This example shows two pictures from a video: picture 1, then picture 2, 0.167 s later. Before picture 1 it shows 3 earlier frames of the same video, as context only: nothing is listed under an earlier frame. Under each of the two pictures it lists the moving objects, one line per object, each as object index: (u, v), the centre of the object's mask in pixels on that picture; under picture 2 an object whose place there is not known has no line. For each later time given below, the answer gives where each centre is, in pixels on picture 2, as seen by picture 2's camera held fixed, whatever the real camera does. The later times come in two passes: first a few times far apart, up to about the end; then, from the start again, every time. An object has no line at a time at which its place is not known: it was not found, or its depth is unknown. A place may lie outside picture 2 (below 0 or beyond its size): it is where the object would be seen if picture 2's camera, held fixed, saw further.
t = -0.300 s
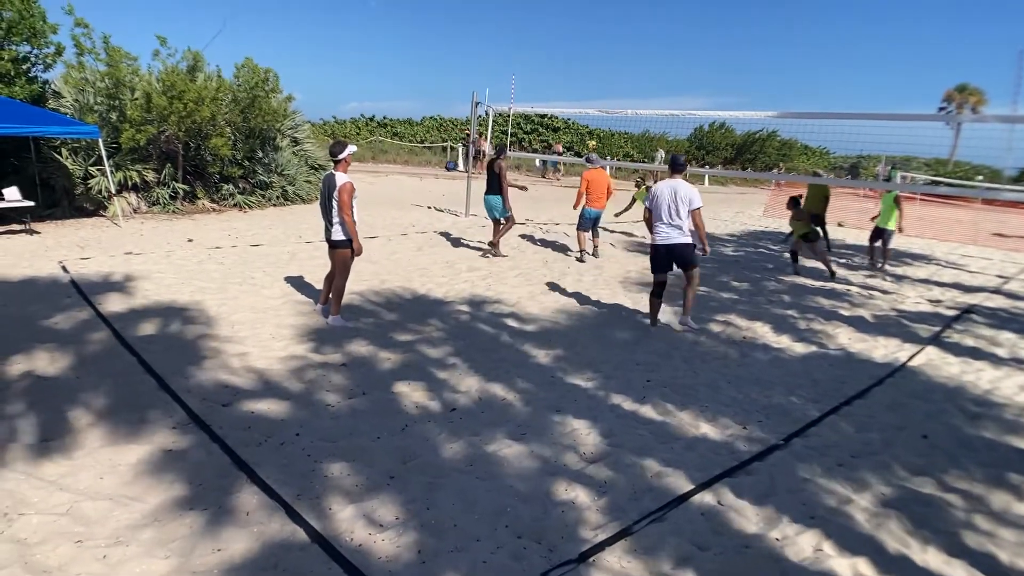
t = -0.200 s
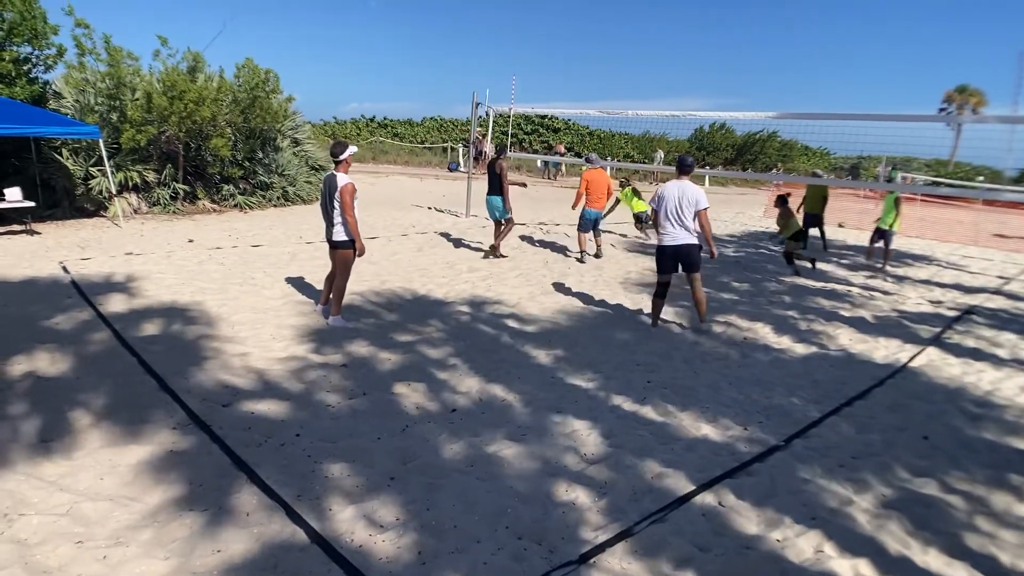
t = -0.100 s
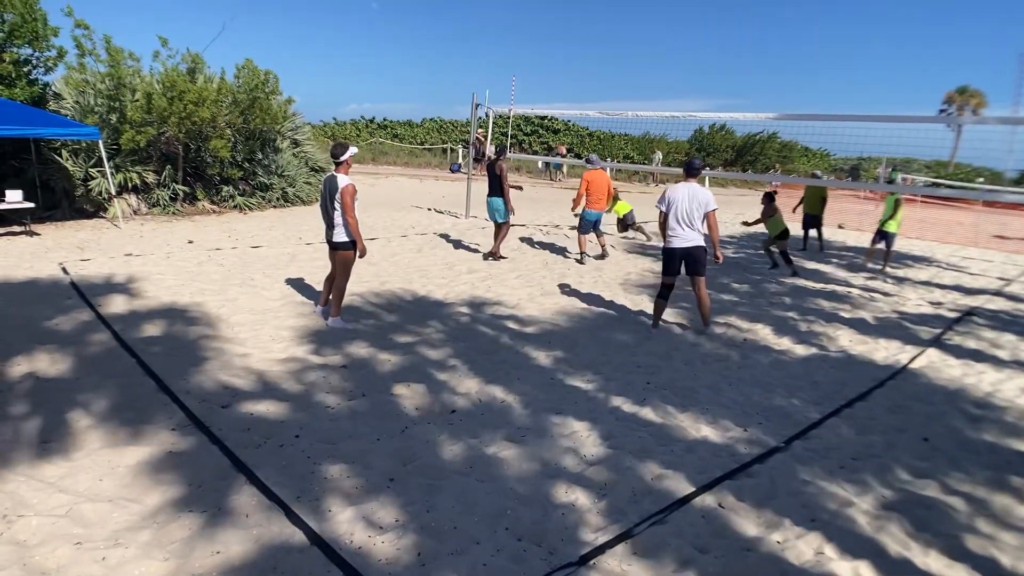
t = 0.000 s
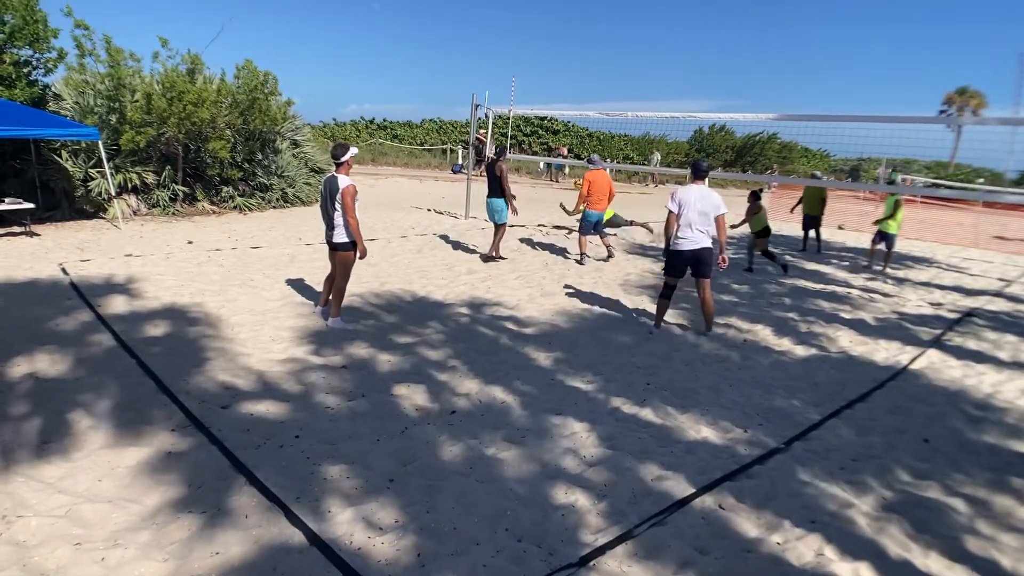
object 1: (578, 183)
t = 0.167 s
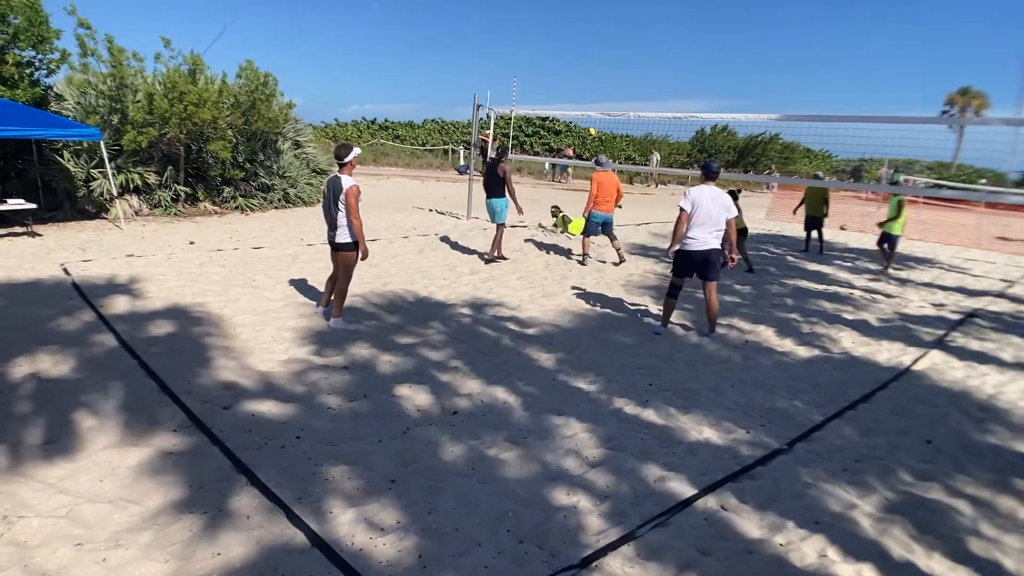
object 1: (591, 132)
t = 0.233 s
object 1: (595, 110)
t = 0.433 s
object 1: (609, 72)
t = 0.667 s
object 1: (624, 47)
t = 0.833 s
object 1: (634, 49)
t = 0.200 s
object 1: (593, 123)
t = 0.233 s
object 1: (595, 110)
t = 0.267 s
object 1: (597, 106)
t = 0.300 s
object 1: (599, 98)
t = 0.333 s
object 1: (602, 91)
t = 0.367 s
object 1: (604, 84)
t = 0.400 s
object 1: (606, 78)
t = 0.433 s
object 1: (609, 72)
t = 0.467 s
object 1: (611, 67)
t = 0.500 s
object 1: (613, 62)
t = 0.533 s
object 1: (615, 58)
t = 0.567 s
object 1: (617, 55)
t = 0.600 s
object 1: (619, 51)
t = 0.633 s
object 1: (622, 49)
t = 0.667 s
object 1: (624, 47)
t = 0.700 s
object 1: (626, 46)
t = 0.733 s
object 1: (628, 46)
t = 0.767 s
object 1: (630, 46)
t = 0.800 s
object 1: (632, 47)
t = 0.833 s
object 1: (634, 49)
